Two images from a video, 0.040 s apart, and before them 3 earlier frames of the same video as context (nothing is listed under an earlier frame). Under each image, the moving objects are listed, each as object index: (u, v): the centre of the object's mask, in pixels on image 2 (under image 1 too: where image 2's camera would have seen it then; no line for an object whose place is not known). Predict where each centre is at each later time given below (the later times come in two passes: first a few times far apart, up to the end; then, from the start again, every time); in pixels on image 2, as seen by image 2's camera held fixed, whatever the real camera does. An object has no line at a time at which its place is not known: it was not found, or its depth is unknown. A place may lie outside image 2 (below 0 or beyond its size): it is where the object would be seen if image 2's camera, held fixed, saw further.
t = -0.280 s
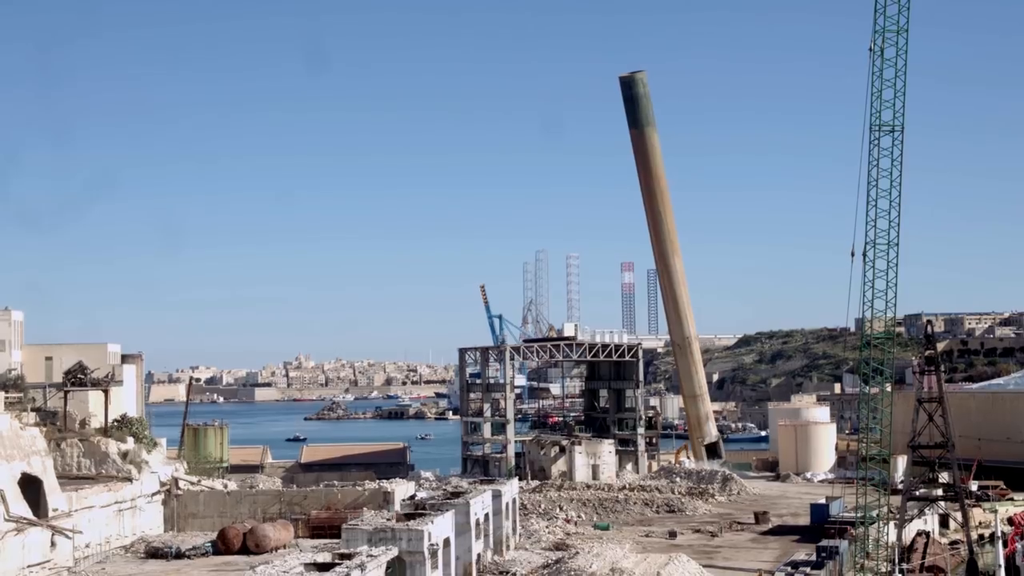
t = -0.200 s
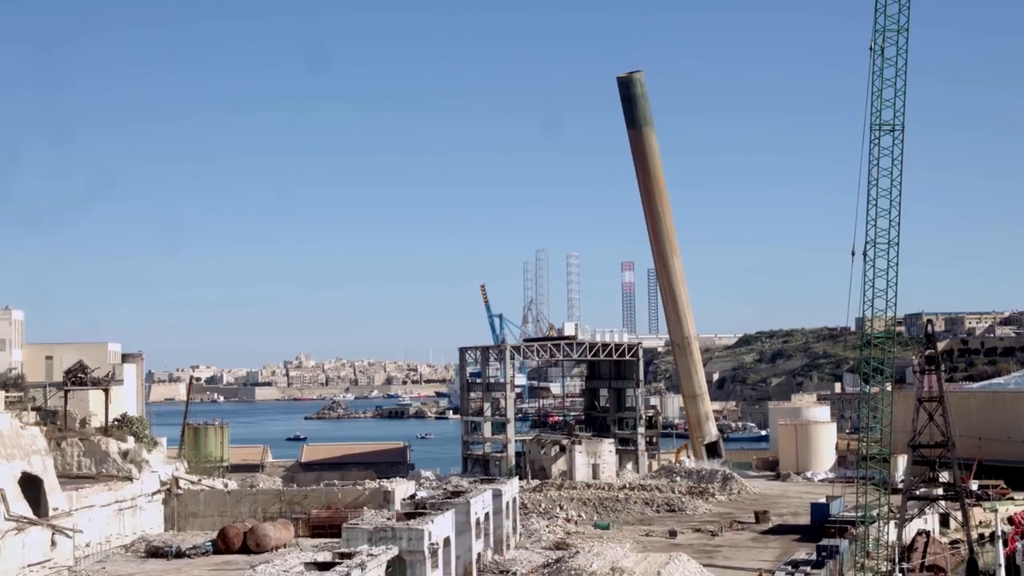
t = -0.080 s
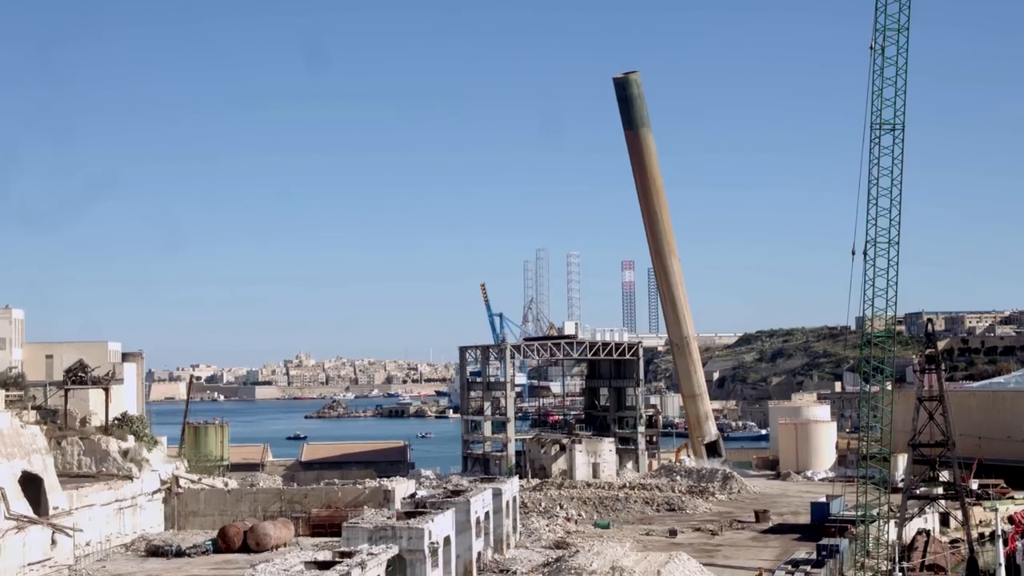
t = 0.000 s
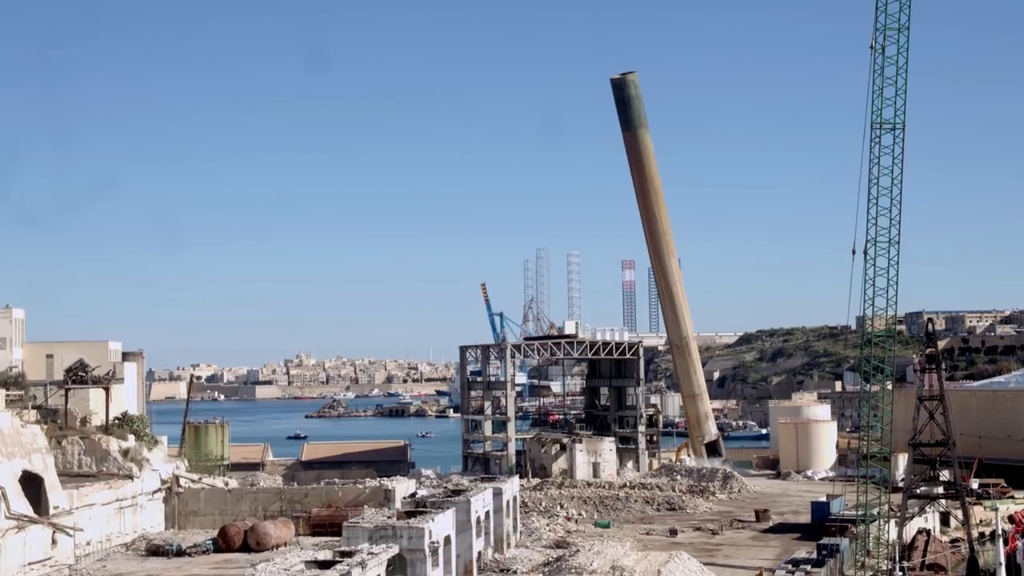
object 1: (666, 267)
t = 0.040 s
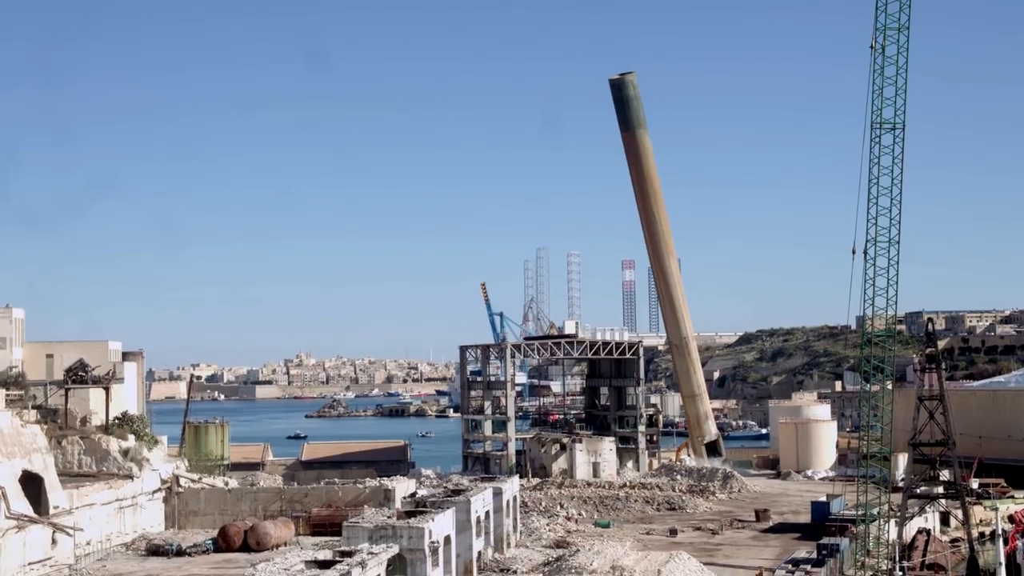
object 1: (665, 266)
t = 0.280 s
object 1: (660, 267)
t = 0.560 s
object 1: (654, 271)
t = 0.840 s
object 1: (647, 275)
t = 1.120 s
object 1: (639, 280)
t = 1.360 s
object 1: (632, 286)
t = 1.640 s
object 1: (623, 296)
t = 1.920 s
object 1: (614, 307)
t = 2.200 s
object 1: (603, 322)
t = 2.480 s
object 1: (593, 343)
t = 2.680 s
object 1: (586, 360)
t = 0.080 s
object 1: (664, 267)
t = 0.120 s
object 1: (663, 267)
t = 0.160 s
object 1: (663, 268)
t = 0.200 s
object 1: (662, 268)
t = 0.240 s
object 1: (661, 267)
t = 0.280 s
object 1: (660, 267)
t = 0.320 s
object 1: (659, 269)
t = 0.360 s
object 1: (658, 269)
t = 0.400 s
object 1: (657, 269)
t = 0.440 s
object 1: (656, 270)
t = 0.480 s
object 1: (656, 271)
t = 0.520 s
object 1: (655, 271)
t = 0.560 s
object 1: (654, 271)
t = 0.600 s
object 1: (653, 271)
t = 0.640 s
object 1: (651, 271)
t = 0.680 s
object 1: (650, 272)
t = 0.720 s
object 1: (650, 272)
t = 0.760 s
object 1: (649, 273)
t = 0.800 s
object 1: (648, 275)
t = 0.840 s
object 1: (647, 275)
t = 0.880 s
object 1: (646, 276)
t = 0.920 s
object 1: (645, 276)
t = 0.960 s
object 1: (643, 277)
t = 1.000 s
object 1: (643, 278)
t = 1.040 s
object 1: (641, 279)
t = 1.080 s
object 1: (640, 280)
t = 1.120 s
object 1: (639, 280)
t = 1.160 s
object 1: (638, 282)
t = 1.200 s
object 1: (637, 282)
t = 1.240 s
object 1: (636, 284)
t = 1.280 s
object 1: (635, 284)
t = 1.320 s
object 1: (633, 285)
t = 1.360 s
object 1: (632, 286)
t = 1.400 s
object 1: (631, 288)
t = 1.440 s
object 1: (630, 289)
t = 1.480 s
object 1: (628, 289)
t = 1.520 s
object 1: (627, 291)
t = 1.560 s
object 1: (626, 293)
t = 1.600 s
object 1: (625, 295)
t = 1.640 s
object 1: (623, 296)
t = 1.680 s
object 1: (622, 297)
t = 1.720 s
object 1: (621, 299)
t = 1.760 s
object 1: (620, 301)
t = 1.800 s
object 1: (618, 302)
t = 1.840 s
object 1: (616, 304)
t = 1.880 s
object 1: (615, 305)
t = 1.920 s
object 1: (614, 307)
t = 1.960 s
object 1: (612, 309)
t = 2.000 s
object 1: (611, 311)
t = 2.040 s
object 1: (609, 313)
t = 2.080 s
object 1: (607, 315)
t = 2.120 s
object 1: (606, 318)
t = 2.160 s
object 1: (605, 320)
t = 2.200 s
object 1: (603, 322)
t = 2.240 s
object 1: (602, 325)
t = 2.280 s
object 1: (601, 328)
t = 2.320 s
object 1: (599, 330)
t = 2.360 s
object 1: (598, 333)
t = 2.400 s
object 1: (597, 337)
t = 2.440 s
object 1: (595, 339)
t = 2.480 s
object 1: (593, 343)
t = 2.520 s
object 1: (592, 346)
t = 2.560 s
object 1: (590, 349)
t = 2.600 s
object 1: (589, 352)
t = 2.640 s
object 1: (587, 356)
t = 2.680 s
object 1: (586, 360)
